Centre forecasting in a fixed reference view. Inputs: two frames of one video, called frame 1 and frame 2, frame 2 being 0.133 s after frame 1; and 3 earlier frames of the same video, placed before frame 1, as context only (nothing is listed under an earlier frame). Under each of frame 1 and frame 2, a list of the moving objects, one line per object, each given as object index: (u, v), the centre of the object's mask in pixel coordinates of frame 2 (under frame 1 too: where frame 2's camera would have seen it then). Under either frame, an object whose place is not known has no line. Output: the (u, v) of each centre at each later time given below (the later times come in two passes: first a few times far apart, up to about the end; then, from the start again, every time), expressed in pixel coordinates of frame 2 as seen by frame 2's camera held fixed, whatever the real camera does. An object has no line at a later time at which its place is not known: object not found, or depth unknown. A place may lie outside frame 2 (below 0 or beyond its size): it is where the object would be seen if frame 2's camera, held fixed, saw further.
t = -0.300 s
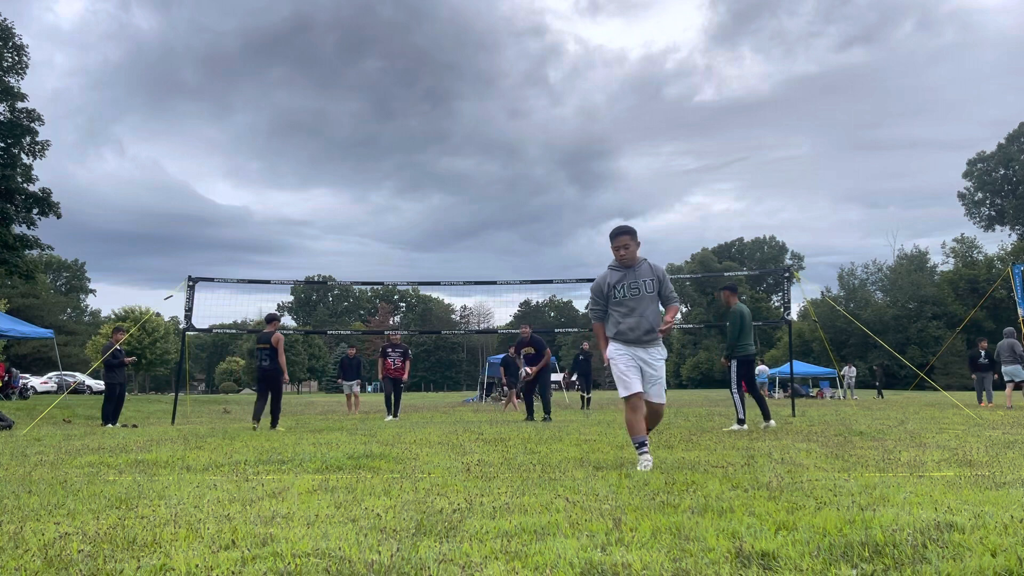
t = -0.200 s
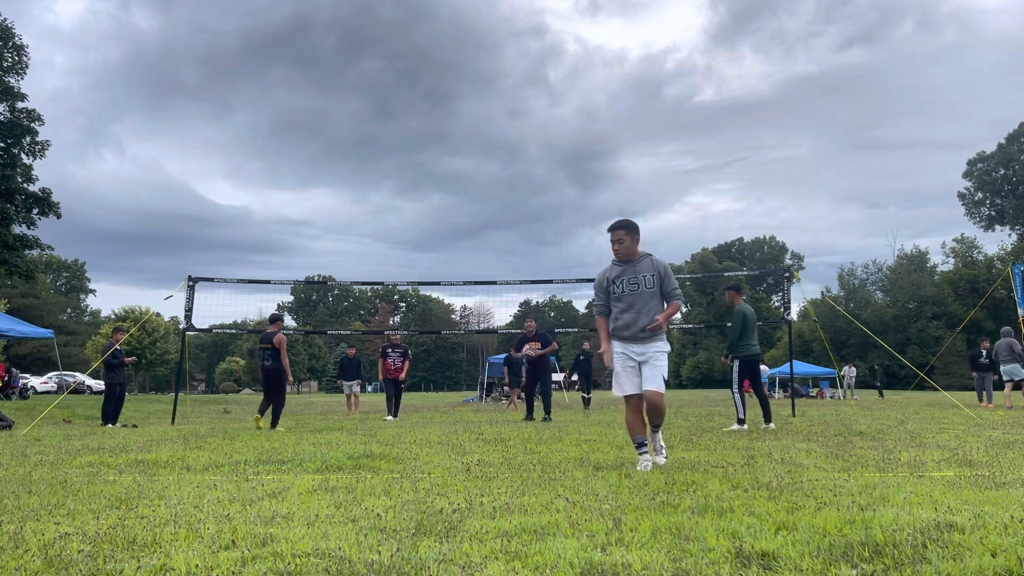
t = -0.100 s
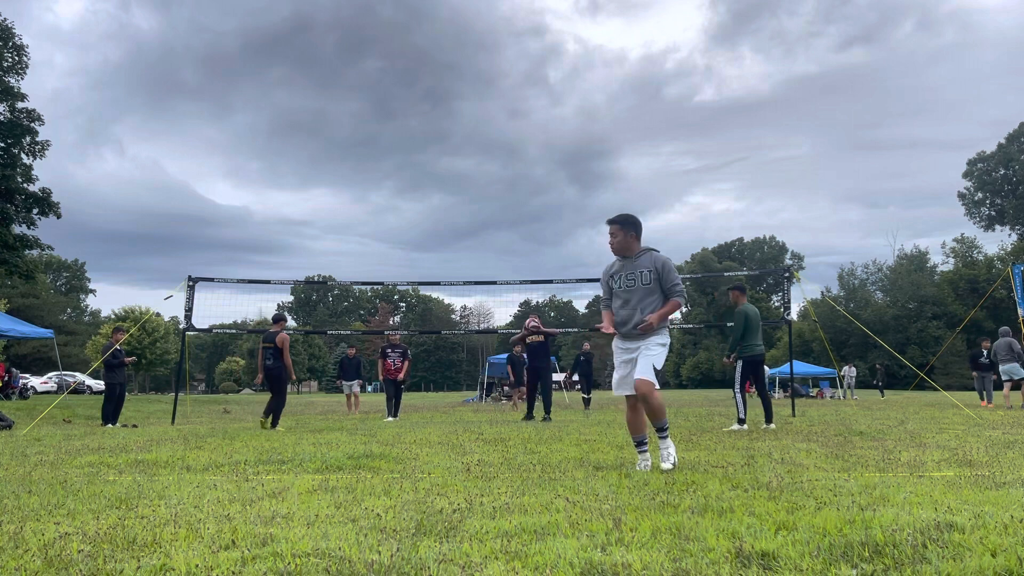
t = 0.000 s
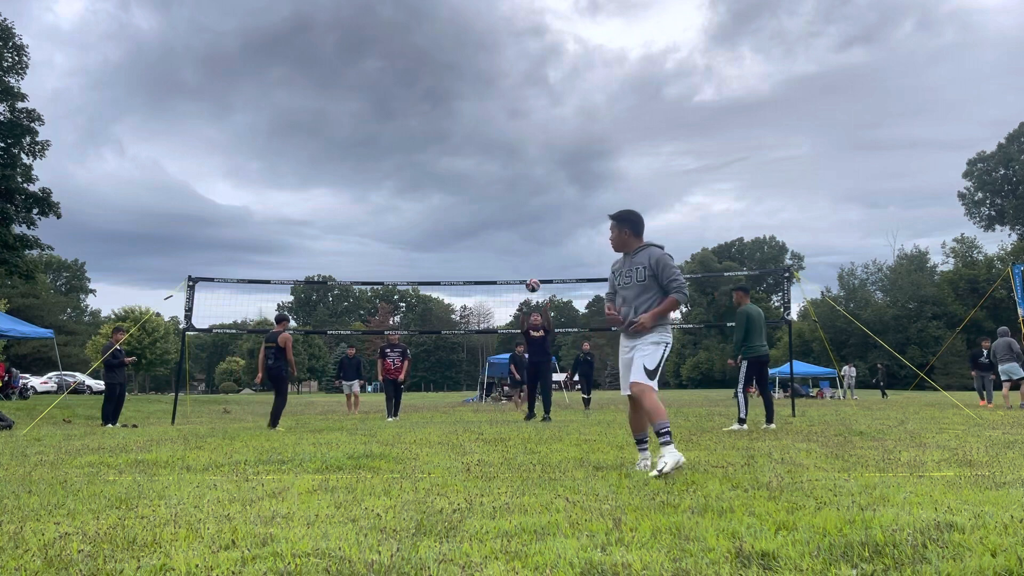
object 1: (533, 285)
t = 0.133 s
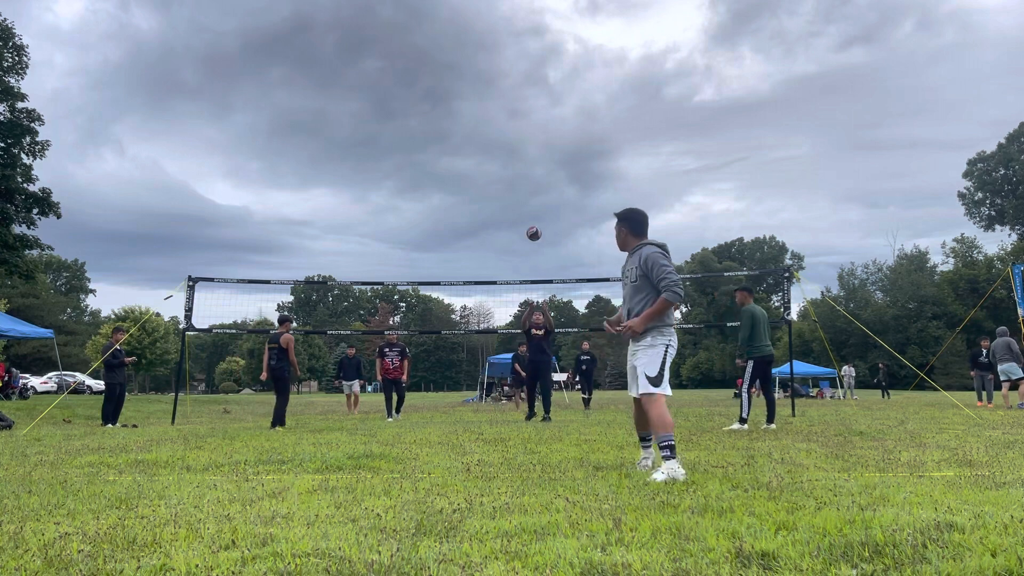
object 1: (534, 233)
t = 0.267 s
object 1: (536, 189)
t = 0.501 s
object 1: (540, 132)
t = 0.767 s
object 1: (548, 115)
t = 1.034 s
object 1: (563, 184)
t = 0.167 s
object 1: (534, 221)
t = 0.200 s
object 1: (535, 210)
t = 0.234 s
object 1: (535, 199)
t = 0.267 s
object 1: (536, 189)
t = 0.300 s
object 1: (536, 179)
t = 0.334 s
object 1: (537, 169)
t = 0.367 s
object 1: (537, 160)
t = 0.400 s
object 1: (538, 152)
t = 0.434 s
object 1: (538, 145)
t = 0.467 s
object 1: (539, 138)
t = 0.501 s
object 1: (540, 132)
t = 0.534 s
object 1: (541, 126)
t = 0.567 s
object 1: (542, 122)
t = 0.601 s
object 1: (543, 118)
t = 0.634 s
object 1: (544, 115)
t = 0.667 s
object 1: (545, 114)
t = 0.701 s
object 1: (546, 113)
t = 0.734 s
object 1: (547, 113)
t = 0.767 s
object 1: (548, 115)
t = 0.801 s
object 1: (550, 118)
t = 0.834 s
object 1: (551, 122)
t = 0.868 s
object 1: (553, 128)
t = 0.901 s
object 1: (554, 135)
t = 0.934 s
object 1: (556, 144)
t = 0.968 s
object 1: (558, 155)
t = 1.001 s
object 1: (560, 169)
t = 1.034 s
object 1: (563, 184)
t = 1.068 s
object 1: (566, 201)
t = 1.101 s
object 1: (568, 221)
